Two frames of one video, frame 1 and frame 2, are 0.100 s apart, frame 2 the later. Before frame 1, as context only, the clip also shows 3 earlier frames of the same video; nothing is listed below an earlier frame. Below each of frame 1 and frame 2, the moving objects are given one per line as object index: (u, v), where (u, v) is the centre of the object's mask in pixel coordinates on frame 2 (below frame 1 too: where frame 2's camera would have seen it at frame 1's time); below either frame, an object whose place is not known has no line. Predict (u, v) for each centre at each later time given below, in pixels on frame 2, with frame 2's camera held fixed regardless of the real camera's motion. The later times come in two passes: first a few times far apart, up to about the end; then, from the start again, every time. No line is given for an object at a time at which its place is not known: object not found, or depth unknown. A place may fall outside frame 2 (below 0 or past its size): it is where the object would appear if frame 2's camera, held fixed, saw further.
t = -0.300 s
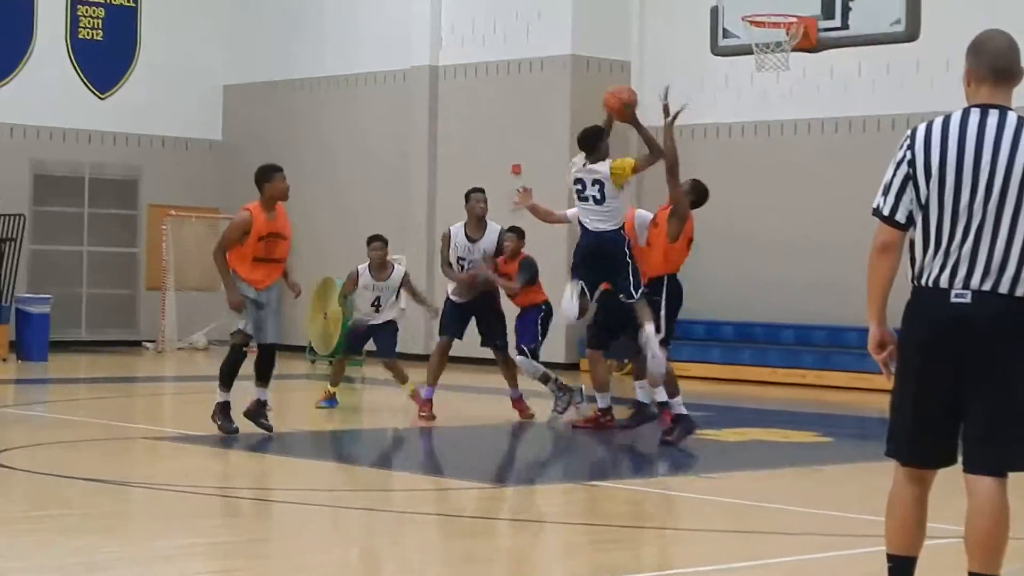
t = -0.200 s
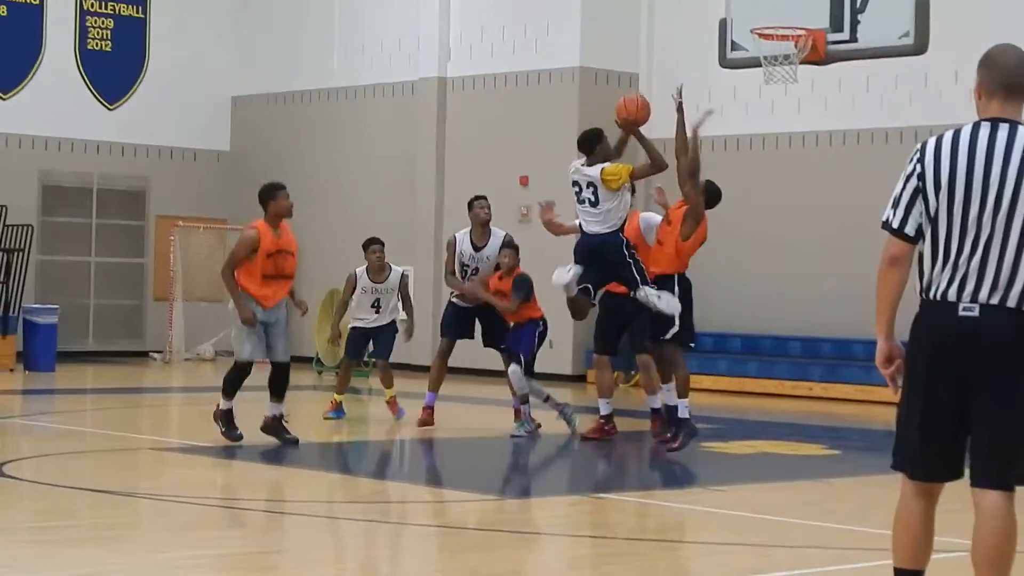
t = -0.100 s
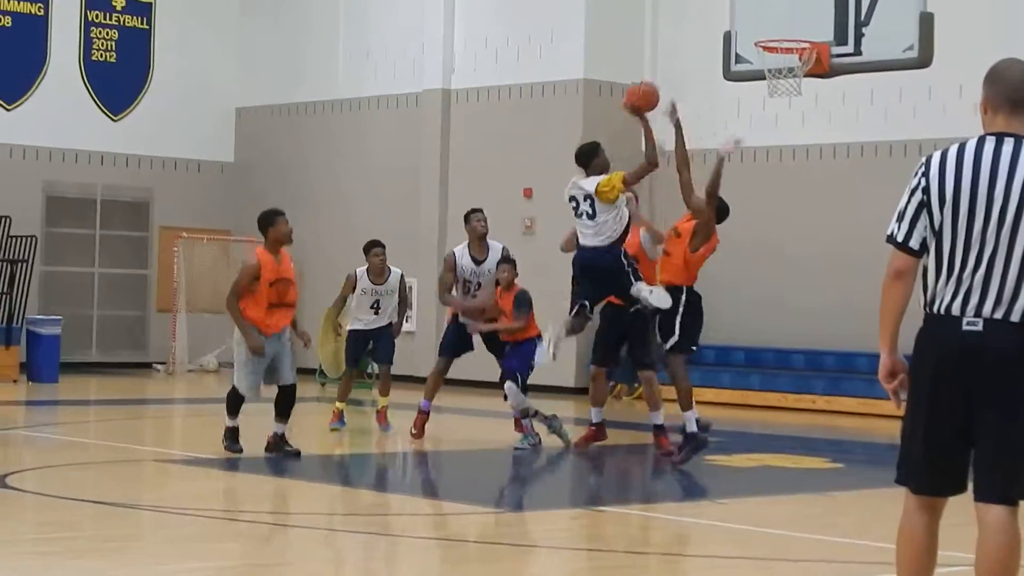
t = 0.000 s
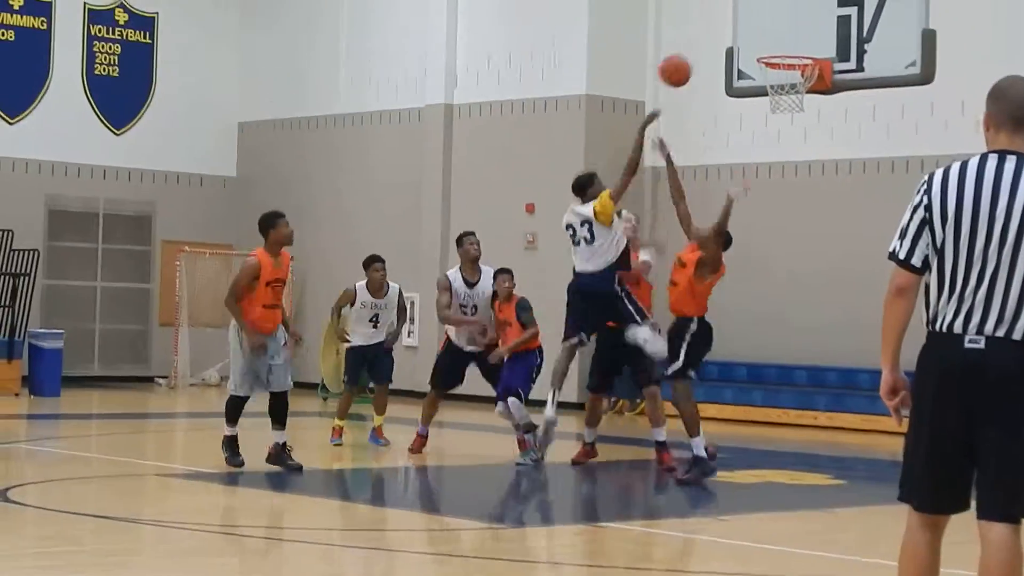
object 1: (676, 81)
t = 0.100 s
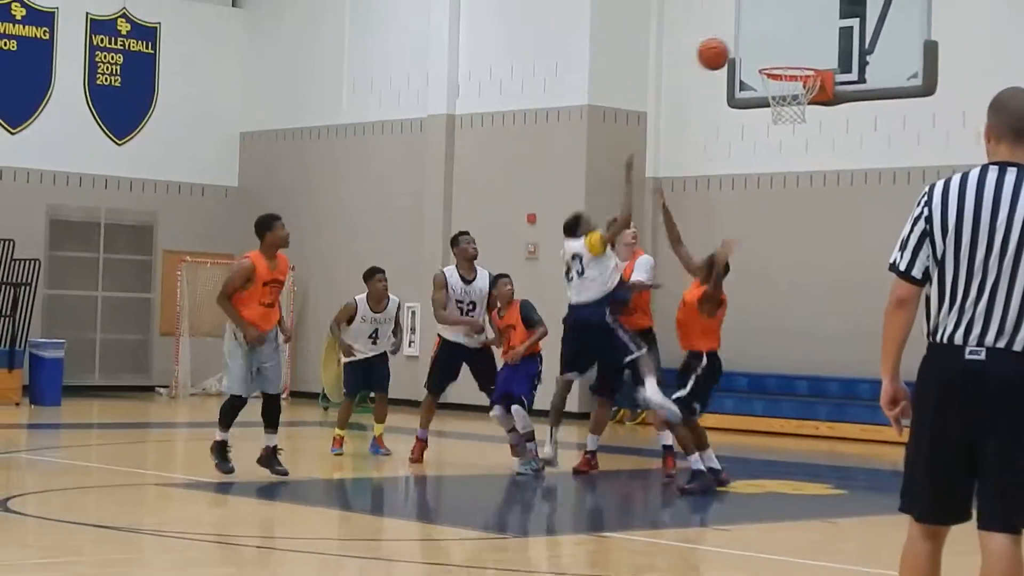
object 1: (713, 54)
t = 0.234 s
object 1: (759, 39)
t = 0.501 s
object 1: (779, 70)
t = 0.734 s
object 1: (813, 98)
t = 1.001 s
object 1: (799, 115)
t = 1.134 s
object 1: (780, 137)
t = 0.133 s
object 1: (725, 48)
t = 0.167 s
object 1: (736, 43)
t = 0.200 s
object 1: (748, 41)
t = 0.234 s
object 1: (759, 39)
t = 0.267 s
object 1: (770, 38)
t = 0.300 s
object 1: (781, 40)
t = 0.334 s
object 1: (792, 43)
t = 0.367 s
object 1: (802, 47)
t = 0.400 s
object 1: (805, 52)
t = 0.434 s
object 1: (796, 55)
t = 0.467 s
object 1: (788, 58)
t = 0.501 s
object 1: (779, 70)
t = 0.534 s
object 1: (777, 77)
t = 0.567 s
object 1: (784, 84)
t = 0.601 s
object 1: (794, 91)
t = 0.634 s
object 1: (800, 98)
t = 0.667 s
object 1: (807, 101)
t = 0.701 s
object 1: (812, 100)
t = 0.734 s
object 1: (813, 98)
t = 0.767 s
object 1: (814, 98)
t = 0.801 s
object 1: (815, 98)
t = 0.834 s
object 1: (815, 100)
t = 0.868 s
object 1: (814, 101)
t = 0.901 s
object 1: (808, 108)
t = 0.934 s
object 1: (805, 110)
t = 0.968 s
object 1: (802, 112)
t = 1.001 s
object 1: (799, 115)
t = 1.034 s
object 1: (793, 116)
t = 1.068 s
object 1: (789, 129)
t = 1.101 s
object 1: (785, 133)
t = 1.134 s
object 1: (780, 137)
